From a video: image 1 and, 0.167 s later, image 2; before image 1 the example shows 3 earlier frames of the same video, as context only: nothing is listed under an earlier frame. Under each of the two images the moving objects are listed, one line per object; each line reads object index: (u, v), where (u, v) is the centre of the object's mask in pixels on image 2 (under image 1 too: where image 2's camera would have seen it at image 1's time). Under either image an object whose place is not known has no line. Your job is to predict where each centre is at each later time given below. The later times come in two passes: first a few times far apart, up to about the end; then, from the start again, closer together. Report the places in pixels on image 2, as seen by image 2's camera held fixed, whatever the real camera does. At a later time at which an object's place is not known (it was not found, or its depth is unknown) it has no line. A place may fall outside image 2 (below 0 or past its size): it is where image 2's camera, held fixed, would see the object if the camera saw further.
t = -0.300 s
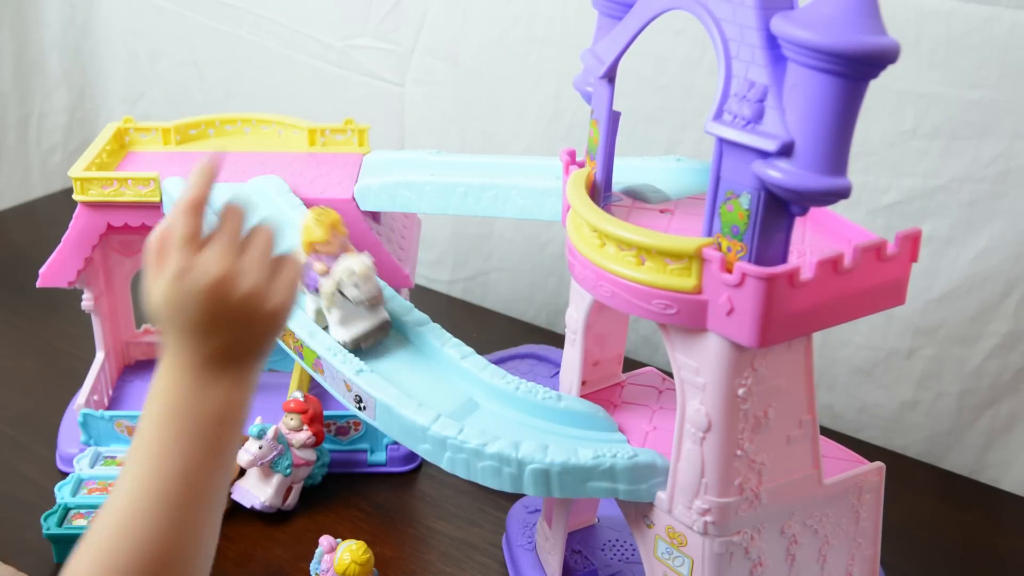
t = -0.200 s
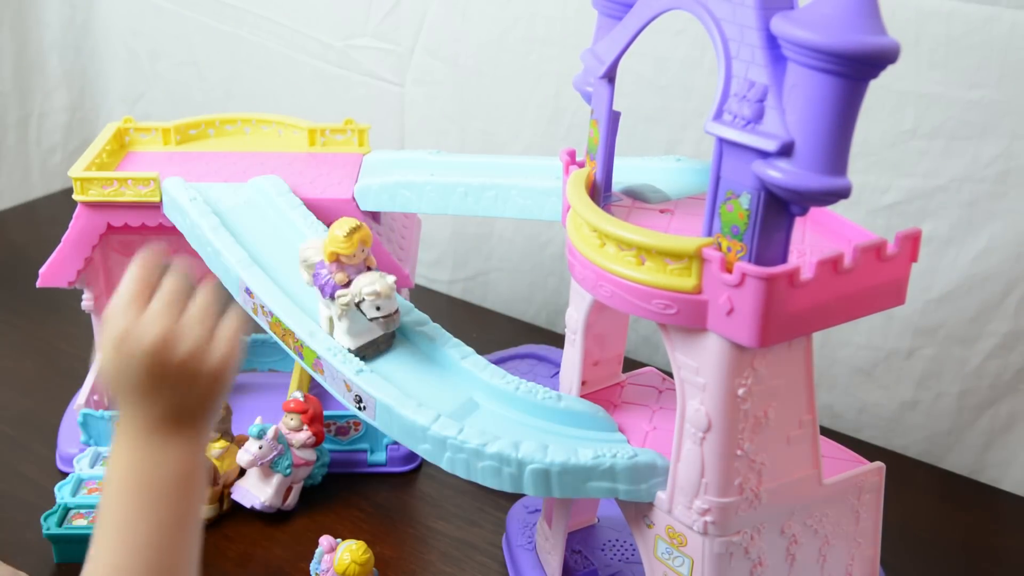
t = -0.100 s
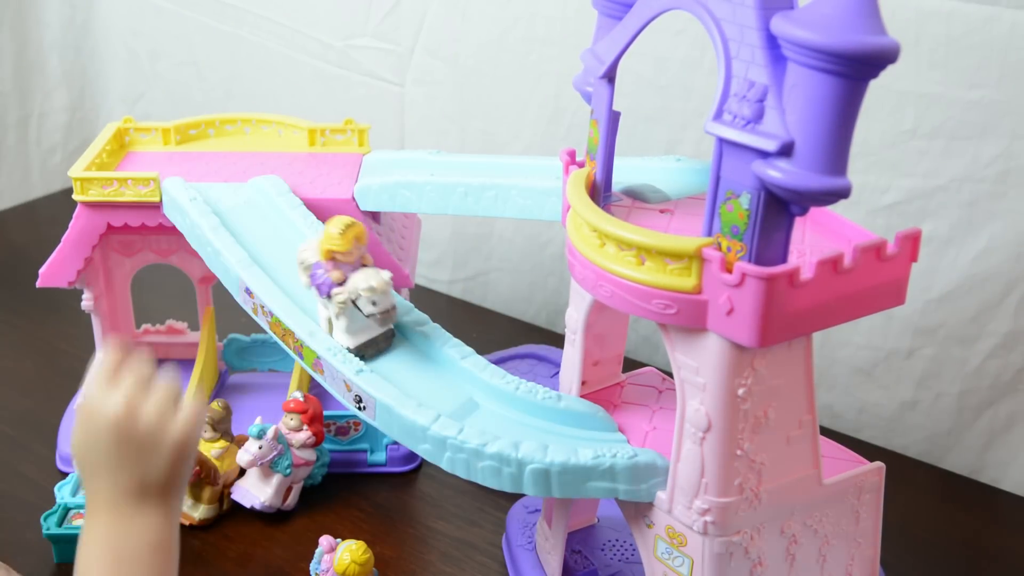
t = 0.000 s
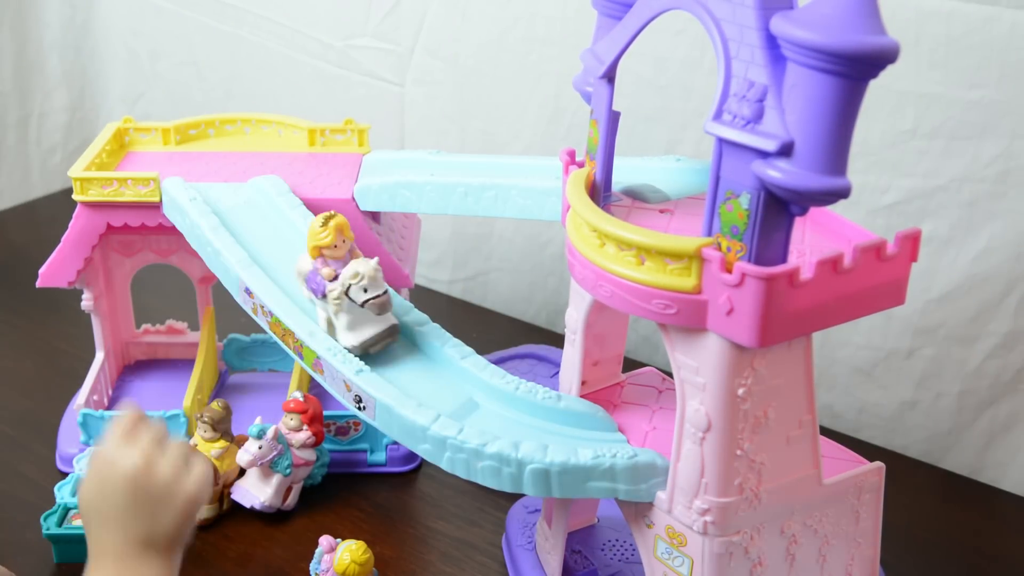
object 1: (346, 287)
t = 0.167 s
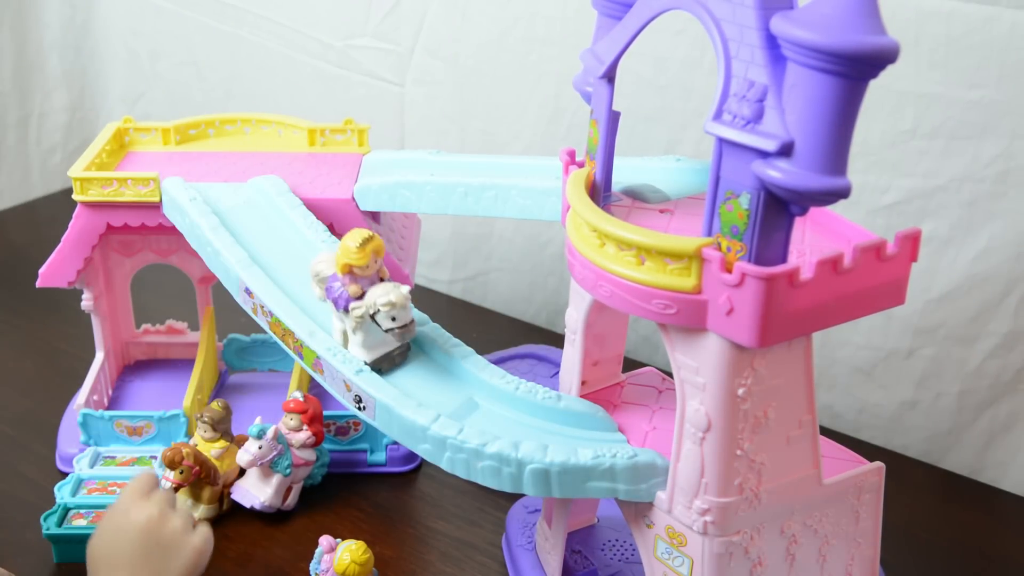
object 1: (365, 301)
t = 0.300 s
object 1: (360, 299)
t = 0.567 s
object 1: (379, 315)
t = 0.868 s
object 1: (399, 328)
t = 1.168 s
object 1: (419, 343)
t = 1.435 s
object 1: (438, 352)
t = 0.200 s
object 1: (366, 301)
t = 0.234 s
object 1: (365, 301)
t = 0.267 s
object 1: (362, 299)
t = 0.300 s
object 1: (360, 299)
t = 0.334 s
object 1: (360, 300)
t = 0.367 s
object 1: (363, 302)
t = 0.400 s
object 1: (367, 306)
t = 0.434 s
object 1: (372, 309)
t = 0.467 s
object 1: (378, 312)
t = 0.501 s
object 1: (382, 313)
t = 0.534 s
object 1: (381, 314)
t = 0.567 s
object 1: (379, 315)
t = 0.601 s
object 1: (378, 314)
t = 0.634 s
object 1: (380, 315)
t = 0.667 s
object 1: (384, 317)
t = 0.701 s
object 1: (390, 320)
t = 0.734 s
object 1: (395, 325)
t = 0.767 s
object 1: (399, 327)
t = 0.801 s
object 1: (402, 327)
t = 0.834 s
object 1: (401, 328)
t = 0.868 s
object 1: (399, 328)
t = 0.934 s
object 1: (402, 331)
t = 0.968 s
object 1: (407, 335)
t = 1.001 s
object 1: (410, 335)
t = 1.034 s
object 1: (412, 334)
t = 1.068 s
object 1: (412, 334)
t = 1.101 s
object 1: (412, 336)
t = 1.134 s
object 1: (415, 339)
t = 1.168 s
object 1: (419, 343)
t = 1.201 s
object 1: (424, 346)
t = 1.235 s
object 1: (426, 346)
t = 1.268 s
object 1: (426, 345)
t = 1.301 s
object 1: (425, 344)
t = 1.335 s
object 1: (425, 344)
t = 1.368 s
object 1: (427, 346)
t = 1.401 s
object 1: (431, 348)
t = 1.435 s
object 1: (438, 352)
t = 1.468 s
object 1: (446, 355)
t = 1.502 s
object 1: (455, 359)
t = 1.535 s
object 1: (464, 363)
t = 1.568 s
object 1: (472, 367)
